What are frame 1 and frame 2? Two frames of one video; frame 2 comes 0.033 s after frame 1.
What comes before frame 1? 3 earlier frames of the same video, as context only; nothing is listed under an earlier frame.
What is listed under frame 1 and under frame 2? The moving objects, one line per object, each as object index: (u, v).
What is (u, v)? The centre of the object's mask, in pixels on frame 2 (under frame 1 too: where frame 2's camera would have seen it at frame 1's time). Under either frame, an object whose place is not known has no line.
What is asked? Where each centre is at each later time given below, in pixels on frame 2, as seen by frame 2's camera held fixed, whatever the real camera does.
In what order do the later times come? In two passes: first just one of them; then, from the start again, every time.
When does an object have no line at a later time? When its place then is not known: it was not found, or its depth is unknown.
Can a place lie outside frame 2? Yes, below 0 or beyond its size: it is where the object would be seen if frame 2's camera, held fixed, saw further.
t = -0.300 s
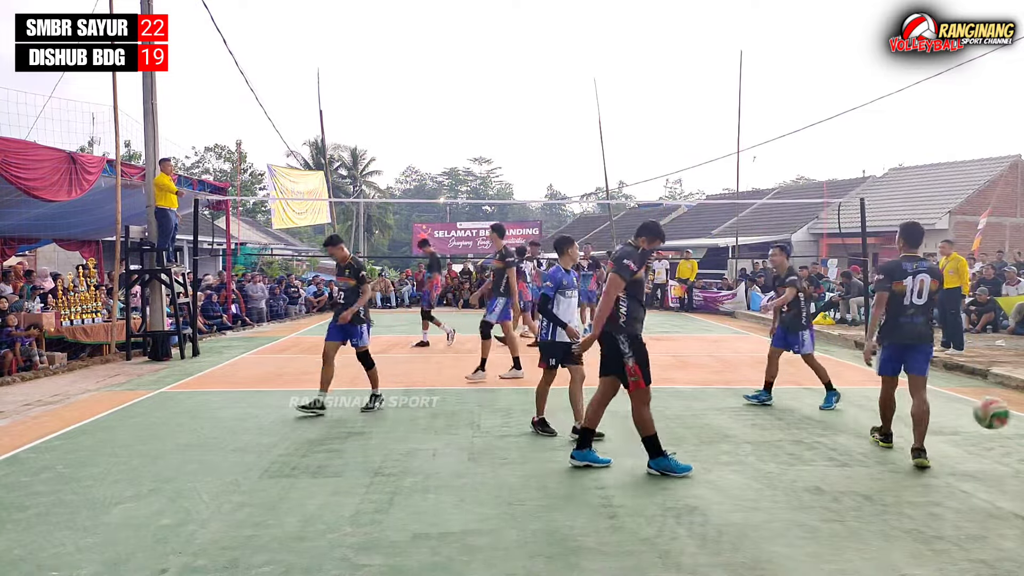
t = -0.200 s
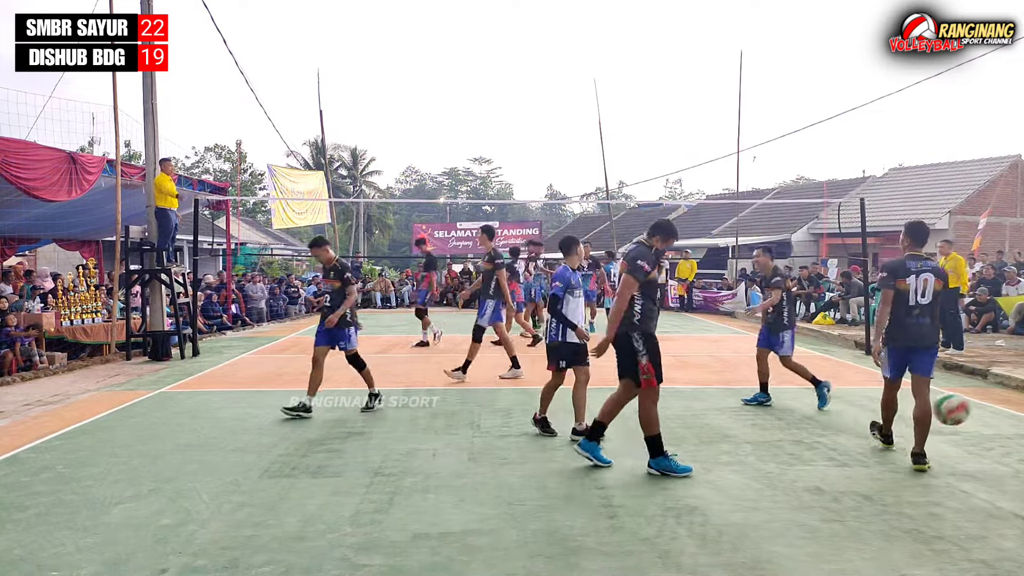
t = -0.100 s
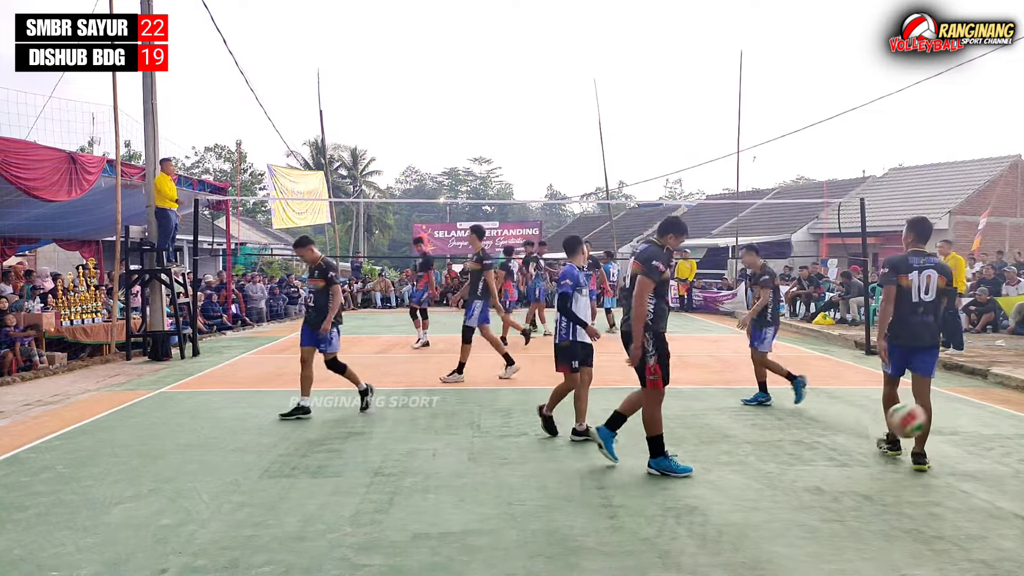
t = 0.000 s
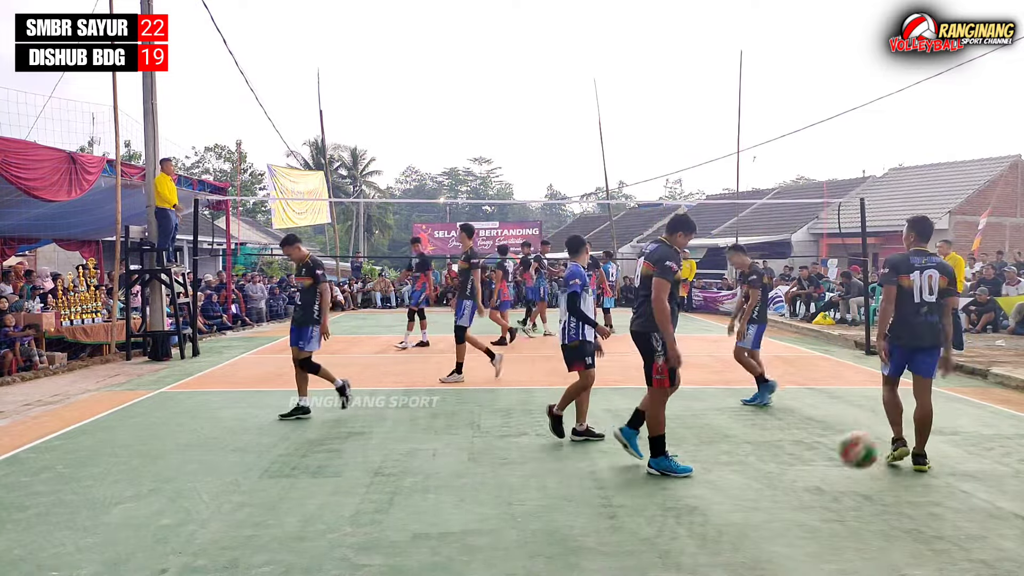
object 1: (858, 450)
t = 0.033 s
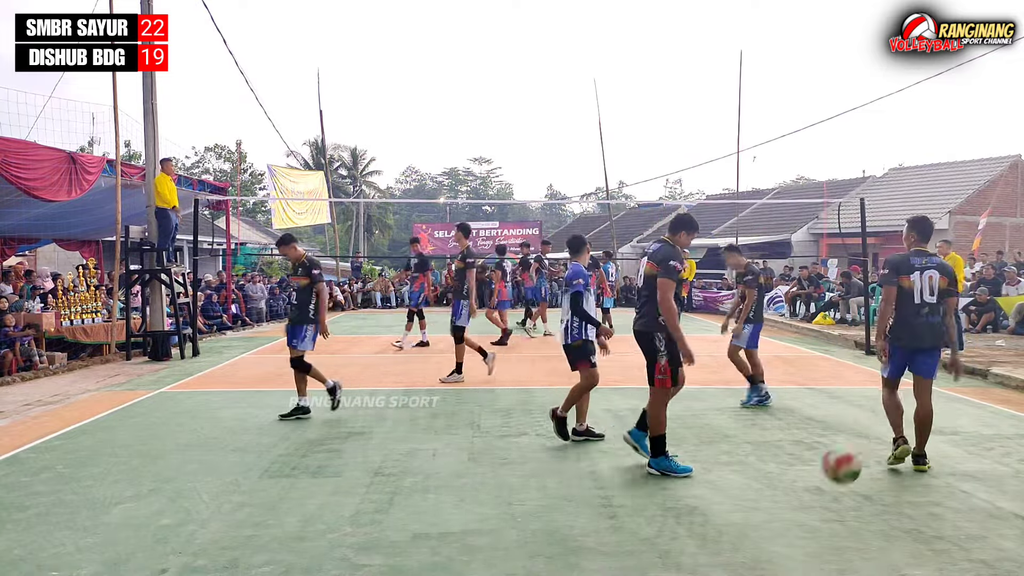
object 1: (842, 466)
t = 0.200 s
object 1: (751, 509)
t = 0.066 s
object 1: (825, 483)
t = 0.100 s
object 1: (806, 502)
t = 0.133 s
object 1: (788, 524)
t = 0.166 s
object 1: (770, 520)
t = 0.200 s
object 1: (751, 509)
